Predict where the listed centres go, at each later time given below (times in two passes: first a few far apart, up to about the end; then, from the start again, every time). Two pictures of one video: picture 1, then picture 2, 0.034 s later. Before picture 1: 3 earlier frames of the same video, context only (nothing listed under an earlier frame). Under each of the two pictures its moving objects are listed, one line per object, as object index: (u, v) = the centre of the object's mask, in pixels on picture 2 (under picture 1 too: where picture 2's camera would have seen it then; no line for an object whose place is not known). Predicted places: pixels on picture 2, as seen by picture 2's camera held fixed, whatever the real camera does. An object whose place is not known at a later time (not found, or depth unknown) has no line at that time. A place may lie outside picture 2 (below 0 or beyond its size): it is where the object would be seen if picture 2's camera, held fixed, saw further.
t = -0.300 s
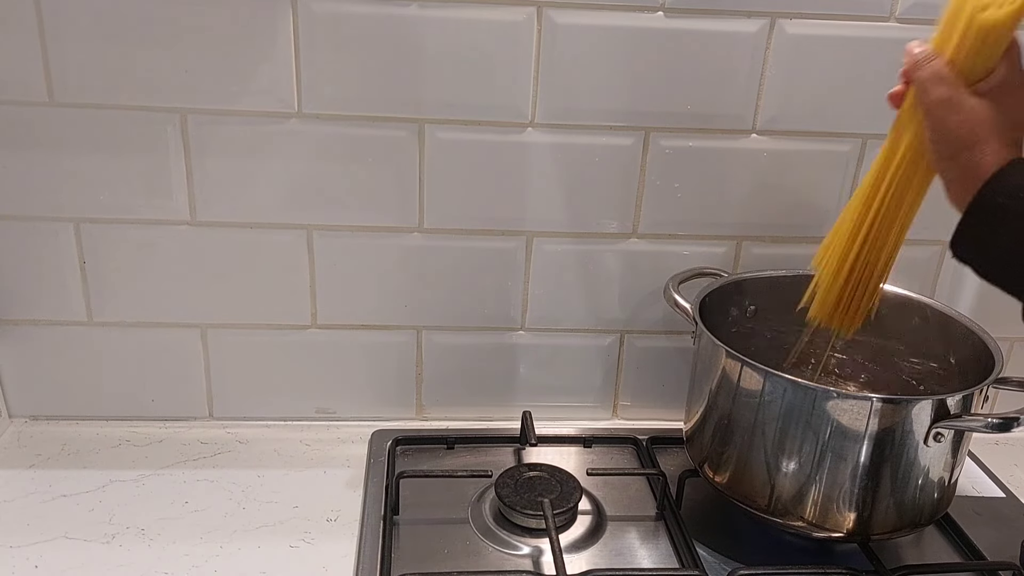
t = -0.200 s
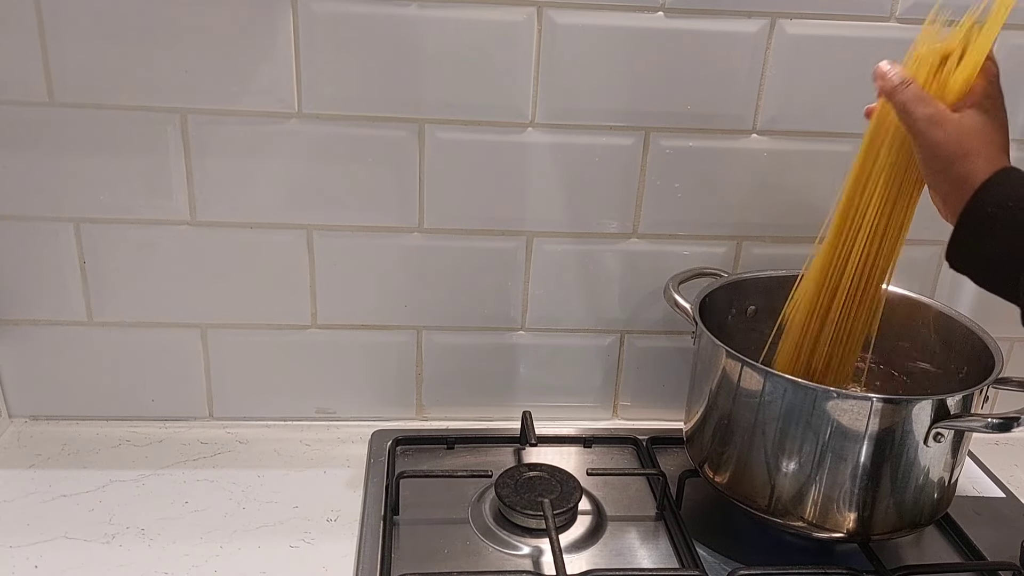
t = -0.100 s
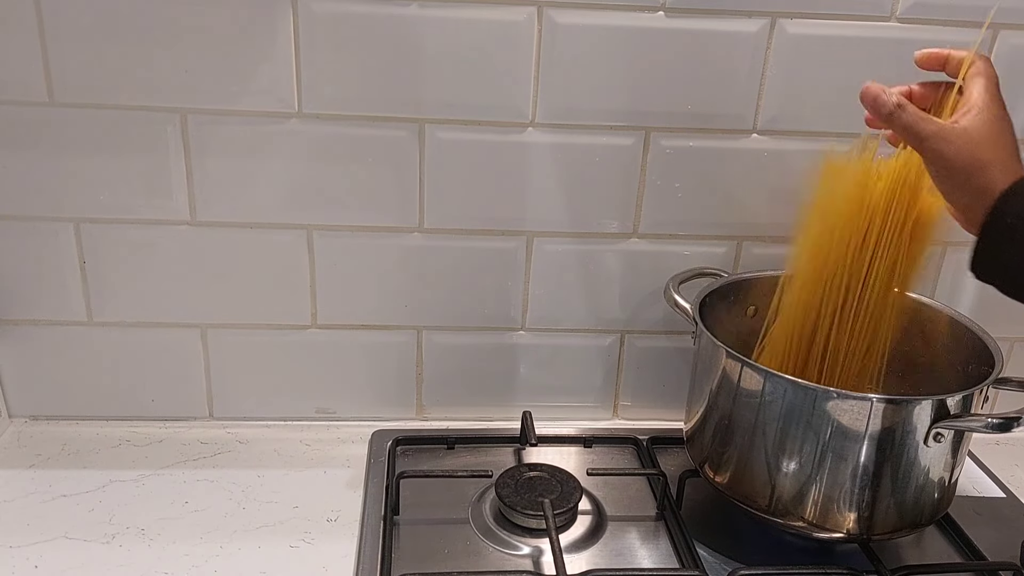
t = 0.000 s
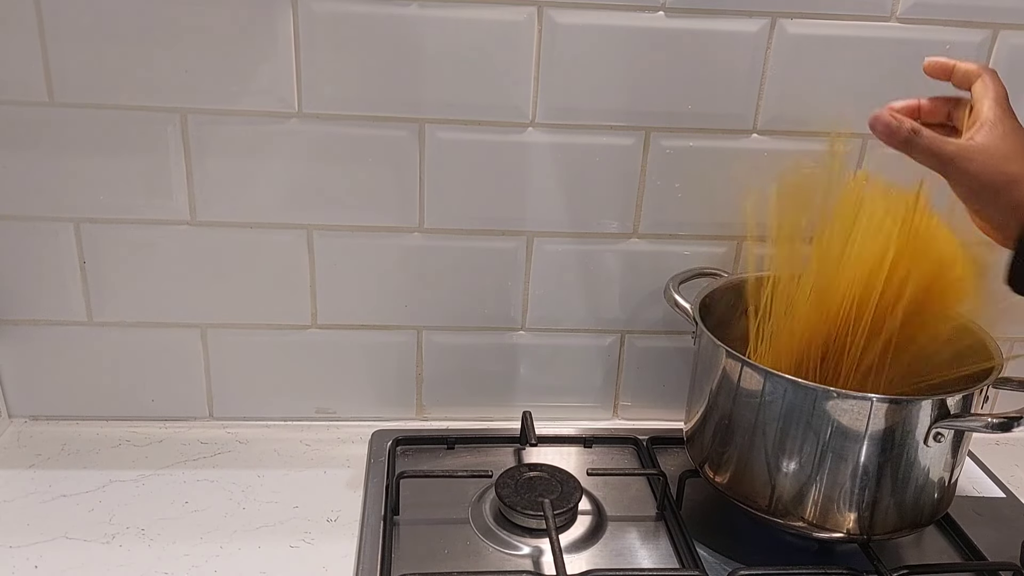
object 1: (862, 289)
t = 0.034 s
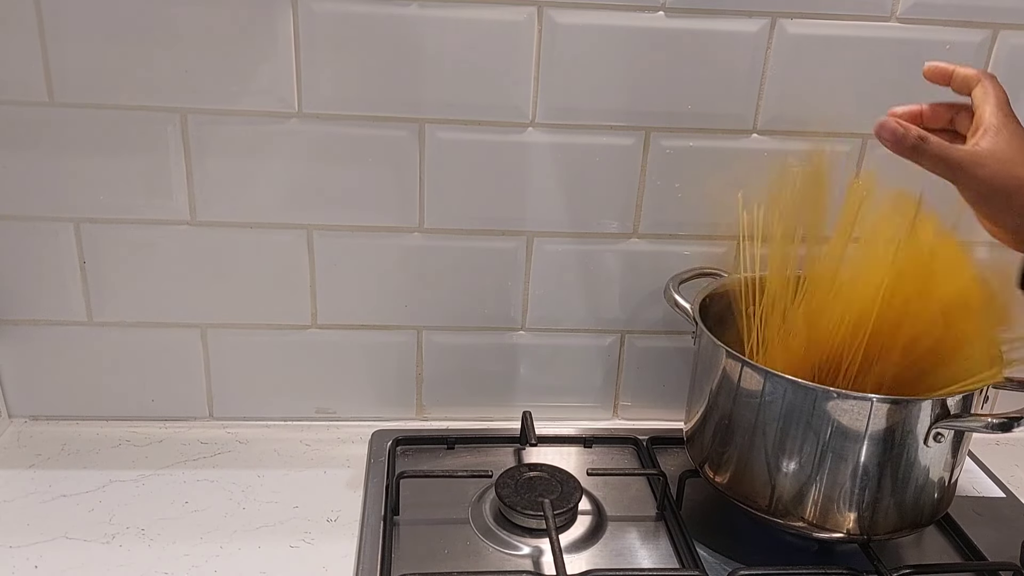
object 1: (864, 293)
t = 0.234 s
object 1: (841, 320)
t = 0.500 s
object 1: (850, 325)
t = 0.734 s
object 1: (850, 325)
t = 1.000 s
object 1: (850, 325)
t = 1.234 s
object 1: (850, 325)
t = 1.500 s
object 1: (850, 325)
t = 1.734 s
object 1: (850, 325)
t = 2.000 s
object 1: (850, 326)
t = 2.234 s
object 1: (850, 326)
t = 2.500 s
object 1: (850, 326)
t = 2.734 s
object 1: (851, 326)
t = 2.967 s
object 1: (851, 326)
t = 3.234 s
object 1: (851, 326)
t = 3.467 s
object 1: (851, 326)
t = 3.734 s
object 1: (851, 326)
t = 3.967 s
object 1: (852, 326)
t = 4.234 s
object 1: (852, 326)
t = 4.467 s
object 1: (852, 326)
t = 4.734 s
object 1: (852, 326)
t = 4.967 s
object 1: (852, 326)
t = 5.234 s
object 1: (852, 327)
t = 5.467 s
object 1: (852, 327)
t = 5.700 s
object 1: (852, 327)
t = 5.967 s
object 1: (852, 327)
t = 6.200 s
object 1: (852, 327)
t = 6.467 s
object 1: (852, 327)
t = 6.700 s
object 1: (853, 327)
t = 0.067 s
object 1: (858, 301)
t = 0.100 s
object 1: (851, 306)
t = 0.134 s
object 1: (847, 313)
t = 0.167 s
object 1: (847, 319)
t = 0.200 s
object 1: (843, 318)
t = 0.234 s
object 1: (841, 320)
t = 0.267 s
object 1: (841, 321)
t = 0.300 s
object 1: (843, 322)
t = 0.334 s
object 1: (845, 323)
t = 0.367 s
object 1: (846, 323)
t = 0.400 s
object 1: (847, 324)
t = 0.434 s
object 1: (848, 325)
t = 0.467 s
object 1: (849, 325)
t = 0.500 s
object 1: (850, 325)
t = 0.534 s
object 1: (850, 325)
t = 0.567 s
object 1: (850, 325)
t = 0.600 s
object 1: (850, 325)
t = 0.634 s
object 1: (850, 325)
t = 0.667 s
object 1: (850, 325)
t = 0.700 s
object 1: (850, 325)
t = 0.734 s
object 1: (850, 325)
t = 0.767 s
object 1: (850, 325)
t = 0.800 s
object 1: (850, 325)
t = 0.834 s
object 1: (850, 325)
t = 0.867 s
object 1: (850, 325)
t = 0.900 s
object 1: (850, 325)
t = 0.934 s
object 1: (850, 325)
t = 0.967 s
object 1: (850, 325)
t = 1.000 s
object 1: (850, 325)
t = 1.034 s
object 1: (850, 325)
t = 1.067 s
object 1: (850, 325)
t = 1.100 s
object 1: (850, 326)
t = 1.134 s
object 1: (851, 326)
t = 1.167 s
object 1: (850, 325)
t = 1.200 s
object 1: (850, 325)
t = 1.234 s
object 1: (850, 325)
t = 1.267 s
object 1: (850, 325)
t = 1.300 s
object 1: (850, 325)
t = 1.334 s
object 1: (850, 325)
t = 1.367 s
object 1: (850, 325)
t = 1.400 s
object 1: (850, 325)
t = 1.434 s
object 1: (850, 325)
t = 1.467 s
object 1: (850, 325)
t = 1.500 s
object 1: (850, 325)
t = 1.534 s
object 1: (850, 325)
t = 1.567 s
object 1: (850, 325)
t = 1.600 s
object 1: (850, 325)
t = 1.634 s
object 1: (850, 325)
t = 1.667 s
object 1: (850, 325)
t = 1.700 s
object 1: (850, 325)
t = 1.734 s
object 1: (850, 325)
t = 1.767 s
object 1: (850, 325)
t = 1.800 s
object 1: (850, 325)
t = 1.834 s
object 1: (850, 325)
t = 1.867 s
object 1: (850, 326)
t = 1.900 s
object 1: (850, 326)
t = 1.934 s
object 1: (850, 325)
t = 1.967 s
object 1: (850, 325)
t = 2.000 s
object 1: (850, 326)
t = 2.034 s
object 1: (850, 326)
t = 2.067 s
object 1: (850, 326)
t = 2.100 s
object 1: (850, 326)
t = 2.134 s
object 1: (850, 326)
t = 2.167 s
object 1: (850, 326)
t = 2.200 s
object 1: (850, 326)
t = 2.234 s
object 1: (850, 326)
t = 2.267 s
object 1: (850, 326)
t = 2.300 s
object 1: (851, 326)
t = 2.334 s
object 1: (851, 326)
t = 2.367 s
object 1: (851, 326)
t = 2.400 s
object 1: (851, 326)
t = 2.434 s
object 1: (850, 326)
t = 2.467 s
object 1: (850, 325)
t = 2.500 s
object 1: (850, 326)
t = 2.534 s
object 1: (850, 326)
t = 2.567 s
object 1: (850, 326)
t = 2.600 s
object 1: (850, 326)
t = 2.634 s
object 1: (850, 326)
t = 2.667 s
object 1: (851, 326)
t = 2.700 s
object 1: (851, 326)
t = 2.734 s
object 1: (851, 326)
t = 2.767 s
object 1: (851, 326)
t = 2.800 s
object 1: (851, 326)
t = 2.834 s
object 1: (851, 326)
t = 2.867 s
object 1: (851, 326)
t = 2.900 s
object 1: (851, 326)
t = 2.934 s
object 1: (851, 326)
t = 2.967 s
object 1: (851, 326)
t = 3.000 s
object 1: (851, 326)
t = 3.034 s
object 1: (851, 326)
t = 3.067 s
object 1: (851, 326)
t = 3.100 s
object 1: (851, 326)
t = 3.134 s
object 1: (851, 326)
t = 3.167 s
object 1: (851, 326)
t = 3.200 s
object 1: (851, 326)
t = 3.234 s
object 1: (851, 326)
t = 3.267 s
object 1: (851, 326)
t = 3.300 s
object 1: (851, 326)
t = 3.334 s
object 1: (851, 326)
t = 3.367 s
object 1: (851, 326)
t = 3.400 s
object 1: (851, 326)
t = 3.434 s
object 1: (851, 326)
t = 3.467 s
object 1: (851, 326)
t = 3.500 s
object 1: (851, 326)
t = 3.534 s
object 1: (851, 326)
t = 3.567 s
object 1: (851, 326)
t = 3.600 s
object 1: (851, 326)
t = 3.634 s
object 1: (851, 326)
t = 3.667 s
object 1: (851, 326)
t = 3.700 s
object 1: (851, 326)
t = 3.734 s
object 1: (851, 326)
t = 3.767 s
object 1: (851, 326)
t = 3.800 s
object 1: (851, 326)
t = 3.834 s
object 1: (851, 326)
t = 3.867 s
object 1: (851, 326)
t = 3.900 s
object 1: (851, 326)
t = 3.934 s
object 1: (851, 326)
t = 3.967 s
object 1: (852, 326)
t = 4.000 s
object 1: (852, 326)
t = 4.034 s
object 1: (852, 326)
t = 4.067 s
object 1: (852, 326)
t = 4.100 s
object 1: (852, 326)
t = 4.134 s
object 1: (852, 326)
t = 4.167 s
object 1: (852, 326)
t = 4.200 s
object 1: (852, 326)
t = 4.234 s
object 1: (852, 326)
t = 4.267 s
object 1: (852, 326)
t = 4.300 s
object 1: (852, 326)
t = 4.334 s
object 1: (852, 326)
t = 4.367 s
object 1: (852, 326)
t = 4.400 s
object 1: (852, 326)
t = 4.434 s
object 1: (852, 326)
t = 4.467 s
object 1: (852, 326)
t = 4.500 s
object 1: (852, 326)
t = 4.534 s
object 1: (852, 326)
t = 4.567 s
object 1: (852, 326)
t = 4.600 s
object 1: (852, 326)
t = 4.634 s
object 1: (852, 326)
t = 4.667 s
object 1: (852, 326)
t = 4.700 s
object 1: (852, 326)
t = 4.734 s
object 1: (852, 326)
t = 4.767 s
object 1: (852, 326)
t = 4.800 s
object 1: (852, 326)
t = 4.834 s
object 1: (852, 326)
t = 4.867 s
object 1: (852, 326)
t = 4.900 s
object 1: (852, 326)
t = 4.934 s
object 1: (852, 326)
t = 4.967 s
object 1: (852, 326)
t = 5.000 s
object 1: (852, 326)
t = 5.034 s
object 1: (852, 326)
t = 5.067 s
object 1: (852, 326)
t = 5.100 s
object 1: (852, 326)
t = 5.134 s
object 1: (852, 326)
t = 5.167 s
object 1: (852, 326)
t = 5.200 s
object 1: (852, 326)
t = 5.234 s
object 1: (852, 327)
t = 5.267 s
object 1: (852, 326)
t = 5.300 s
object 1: (852, 326)
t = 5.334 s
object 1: (852, 327)
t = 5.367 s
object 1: (852, 327)
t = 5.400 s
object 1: (852, 327)
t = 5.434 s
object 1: (852, 327)
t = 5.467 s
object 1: (852, 327)
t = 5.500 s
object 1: (852, 327)
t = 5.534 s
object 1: (852, 327)
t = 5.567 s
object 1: (852, 327)
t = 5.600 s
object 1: (852, 327)
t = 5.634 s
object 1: (852, 327)
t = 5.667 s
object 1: (852, 327)
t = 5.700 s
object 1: (852, 327)
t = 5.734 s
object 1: (852, 327)
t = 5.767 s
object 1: (852, 327)
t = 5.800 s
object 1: (852, 327)
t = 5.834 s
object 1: (852, 327)
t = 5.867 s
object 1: (852, 327)
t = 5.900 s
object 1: (852, 327)
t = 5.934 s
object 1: (852, 327)
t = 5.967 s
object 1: (852, 327)
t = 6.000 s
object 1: (852, 327)
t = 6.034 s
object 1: (852, 327)
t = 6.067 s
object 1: (852, 327)
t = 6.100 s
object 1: (852, 327)
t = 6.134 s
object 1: (852, 327)
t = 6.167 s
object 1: (852, 327)
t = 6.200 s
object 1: (852, 327)
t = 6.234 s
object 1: (852, 327)
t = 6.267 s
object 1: (852, 327)
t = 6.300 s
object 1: (852, 327)
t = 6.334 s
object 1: (852, 327)
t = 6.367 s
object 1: (852, 327)
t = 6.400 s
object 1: (852, 327)
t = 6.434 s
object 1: (852, 327)
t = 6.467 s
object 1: (852, 327)
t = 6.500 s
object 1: (853, 327)
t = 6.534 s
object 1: (853, 327)
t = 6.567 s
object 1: (853, 327)
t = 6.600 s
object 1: (853, 327)
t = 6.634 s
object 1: (853, 327)
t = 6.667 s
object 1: (853, 327)
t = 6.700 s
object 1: (853, 327)
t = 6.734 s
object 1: (853, 327)
